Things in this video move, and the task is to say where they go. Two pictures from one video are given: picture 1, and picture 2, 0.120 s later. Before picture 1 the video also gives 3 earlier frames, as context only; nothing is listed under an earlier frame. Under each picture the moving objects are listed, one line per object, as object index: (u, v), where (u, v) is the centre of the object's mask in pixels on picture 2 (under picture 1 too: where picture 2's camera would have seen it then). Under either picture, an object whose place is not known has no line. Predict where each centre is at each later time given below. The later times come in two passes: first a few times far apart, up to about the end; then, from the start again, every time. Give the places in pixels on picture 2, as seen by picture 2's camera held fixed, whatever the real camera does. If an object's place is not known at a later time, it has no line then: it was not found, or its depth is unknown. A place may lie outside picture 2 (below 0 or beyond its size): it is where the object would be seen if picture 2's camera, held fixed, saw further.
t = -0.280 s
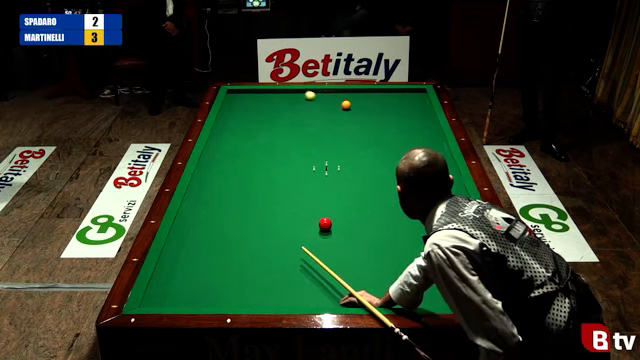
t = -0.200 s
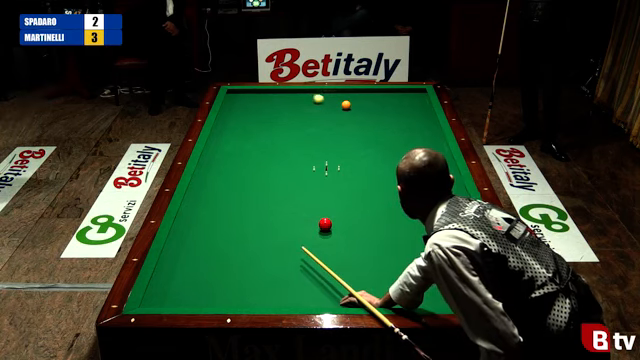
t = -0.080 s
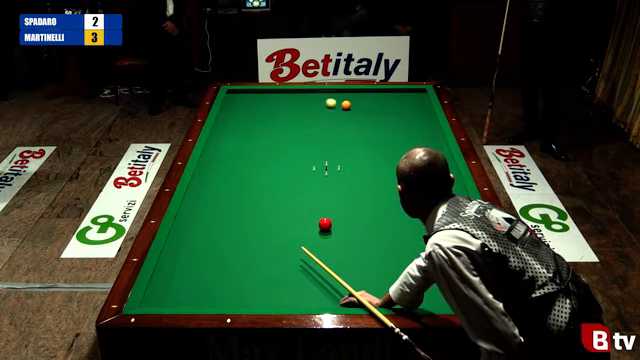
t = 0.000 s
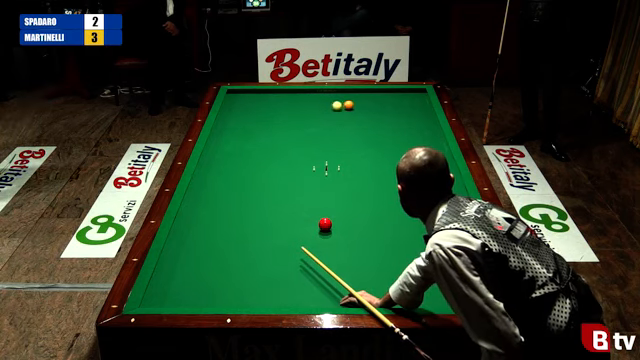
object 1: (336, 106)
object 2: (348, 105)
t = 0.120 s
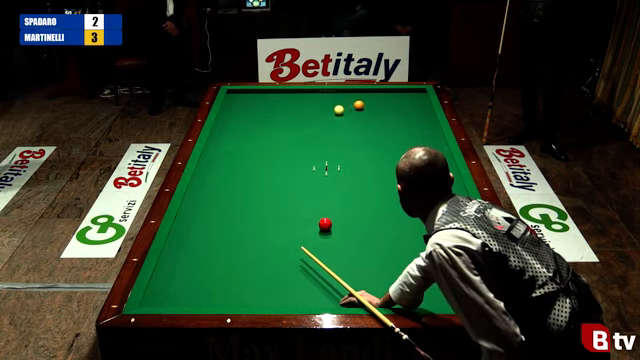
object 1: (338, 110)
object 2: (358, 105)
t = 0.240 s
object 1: (341, 114)
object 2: (367, 104)
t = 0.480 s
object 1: (347, 123)
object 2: (383, 104)
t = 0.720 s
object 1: (353, 133)
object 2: (398, 105)
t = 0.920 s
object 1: (358, 141)
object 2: (411, 105)
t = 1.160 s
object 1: (364, 152)
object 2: (426, 105)
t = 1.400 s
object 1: (370, 162)
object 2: (420, 105)
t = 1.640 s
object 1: (377, 174)
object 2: (412, 105)
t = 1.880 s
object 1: (385, 186)
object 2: (404, 105)
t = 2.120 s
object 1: (393, 199)
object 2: (397, 105)
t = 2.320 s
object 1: (400, 210)
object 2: (391, 105)
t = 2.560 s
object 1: (408, 225)
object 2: (384, 105)
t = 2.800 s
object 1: (417, 240)
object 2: (378, 105)
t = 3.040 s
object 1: (427, 256)
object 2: (372, 105)
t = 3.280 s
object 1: (437, 273)
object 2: (366, 105)
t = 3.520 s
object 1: (447, 291)
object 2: (361, 105)
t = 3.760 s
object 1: (452, 299)
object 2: (356, 105)
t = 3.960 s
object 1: (447, 292)
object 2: (352, 106)
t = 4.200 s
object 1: (442, 282)
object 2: (348, 106)
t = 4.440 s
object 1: (437, 274)
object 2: (344, 106)
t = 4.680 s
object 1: (432, 266)
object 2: (340, 106)
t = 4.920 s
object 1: (428, 258)
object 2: (337, 106)
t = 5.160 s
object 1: (423, 251)
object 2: (334, 106)
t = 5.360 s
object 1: (420, 246)
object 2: (332, 106)
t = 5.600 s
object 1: (416, 240)
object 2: (330, 107)
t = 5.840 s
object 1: (412, 234)
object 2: (328, 107)
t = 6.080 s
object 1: (409, 228)
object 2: (326, 107)
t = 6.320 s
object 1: (406, 223)
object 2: (325, 107)
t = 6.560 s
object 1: (403, 219)
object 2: (324, 107)
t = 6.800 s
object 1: (401, 215)
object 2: (323, 107)
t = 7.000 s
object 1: (399, 211)
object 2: (323, 107)
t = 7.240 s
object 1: (396, 208)
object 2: (323, 107)
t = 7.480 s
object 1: (395, 204)
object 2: (323, 107)
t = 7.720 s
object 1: (392, 201)
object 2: (323, 107)
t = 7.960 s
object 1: (391, 198)
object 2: (323, 107)
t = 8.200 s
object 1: (389, 196)
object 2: (323, 107)
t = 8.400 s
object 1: (388, 194)
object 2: (323, 107)
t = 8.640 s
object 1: (387, 192)
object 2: (323, 107)
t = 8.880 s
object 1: (386, 190)
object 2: (323, 107)
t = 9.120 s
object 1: (385, 188)
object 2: (323, 107)
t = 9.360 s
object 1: (384, 187)
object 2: (323, 107)
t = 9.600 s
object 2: (323, 107)
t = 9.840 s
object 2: (323, 107)
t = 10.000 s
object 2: (323, 107)
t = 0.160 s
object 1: (339, 111)
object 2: (361, 105)
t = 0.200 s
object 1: (340, 113)
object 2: (364, 104)
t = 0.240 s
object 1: (341, 114)
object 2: (367, 104)
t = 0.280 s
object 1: (342, 116)
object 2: (369, 105)
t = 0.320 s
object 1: (343, 117)
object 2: (372, 105)
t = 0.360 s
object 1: (344, 119)
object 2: (375, 105)
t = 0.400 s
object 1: (345, 120)
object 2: (378, 104)
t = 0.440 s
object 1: (346, 122)
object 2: (380, 105)
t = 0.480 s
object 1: (347, 123)
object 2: (383, 104)
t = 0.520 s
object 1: (348, 124)
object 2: (385, 105)
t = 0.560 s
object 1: (349, 126)
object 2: (388, 105)
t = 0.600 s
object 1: (350, 128)
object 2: (391, 105)
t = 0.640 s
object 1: (350, 129)
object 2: (393, 105)
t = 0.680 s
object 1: (351, 131)
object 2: (396, 105)
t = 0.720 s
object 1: (353, 133)
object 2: (398, 105)
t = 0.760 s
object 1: (353, 134)
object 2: (401, 105)
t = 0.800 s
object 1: (354, 136)
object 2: (404, 105)
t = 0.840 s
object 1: (356, 138)
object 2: (406, 105)
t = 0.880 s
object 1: (357, 140)
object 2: (409, 105)
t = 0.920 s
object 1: (358, 141)
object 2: (411, 105)
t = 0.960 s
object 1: (359, 143)
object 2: (414, 105)
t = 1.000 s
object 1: (360, 144)
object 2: (416, 105)
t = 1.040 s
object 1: (361, 146)
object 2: (418, 105)
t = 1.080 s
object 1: (362, 148)
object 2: (421, 105)
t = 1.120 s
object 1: (363, 150)
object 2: (424, 105)
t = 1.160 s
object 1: (364, 152)
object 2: (426, 105)
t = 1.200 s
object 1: (365, 153)
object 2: (427, 105)
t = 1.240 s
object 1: (366, 155)
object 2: (425, 105)
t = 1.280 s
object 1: (367, 157)
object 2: (424, 105)
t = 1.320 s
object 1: (368, 159)
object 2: (422, 105)
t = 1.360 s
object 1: (369, 161)
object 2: (421, 105)
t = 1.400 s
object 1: (370, 162)
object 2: (420, 105)
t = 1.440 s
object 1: (372, 164)
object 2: (418, 105)
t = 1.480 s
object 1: (373, 166)
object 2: (417, 105)
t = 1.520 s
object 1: (374, 168)
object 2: (416, 105)
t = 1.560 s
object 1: (375, 170)
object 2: (414, 105)
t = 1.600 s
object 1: (376, 172)
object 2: (413, 105)
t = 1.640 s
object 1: (377, 174)
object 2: (412, 105)
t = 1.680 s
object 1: (379, 176)
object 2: (410, 105)
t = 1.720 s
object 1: (380, 178)
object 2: (409, 105)
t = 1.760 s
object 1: (381, 180)
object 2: (408, 105)
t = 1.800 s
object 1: (382, 182)
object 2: (407, 105)
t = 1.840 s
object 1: (384, 184)
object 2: (405, 105)
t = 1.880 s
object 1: (385, 186)
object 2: (404, 105)
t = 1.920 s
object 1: (386, 188)
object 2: (403, 105)
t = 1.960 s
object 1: (387, 190)
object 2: (402, 105)
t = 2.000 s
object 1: (389, 192)
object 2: (400, 105)
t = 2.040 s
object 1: (390, 195)
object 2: (399, 105)
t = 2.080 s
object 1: (391, 197)
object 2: (398, 105)
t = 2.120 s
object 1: (393, 199)
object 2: (397, 105)
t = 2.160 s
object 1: (394, 201)
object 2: (396, 105)
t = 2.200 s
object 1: (395, 204)
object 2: (394, 105)
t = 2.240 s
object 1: (397, 206)
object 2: (393, 105)
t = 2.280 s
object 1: (398, 208)
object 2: (392, 105)
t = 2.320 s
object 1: (400, 210)
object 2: (391, 105)
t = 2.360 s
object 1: (401, 213)
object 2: (390, 105)
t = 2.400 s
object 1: (402, 215)
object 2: (389, 105)
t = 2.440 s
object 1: (404, 218)
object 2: (387, 105)
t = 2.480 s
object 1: (405, 220)
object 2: (386, 105)
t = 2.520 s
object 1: (406, 222)
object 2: (385, 105)
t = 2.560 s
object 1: (408, 225)
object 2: (384, 105)
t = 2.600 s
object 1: (409, 227)
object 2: (383, 105)
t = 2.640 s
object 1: (411, 229)
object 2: (382, 105)
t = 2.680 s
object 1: (412, 232)
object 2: (381, 105)
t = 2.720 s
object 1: (414, 235)
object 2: (380, 105)
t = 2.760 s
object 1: (415, 238)
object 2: (379, 105)
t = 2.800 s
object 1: (417, 240)
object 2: (378, 105)
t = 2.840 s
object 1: (419, 243)
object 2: (377, 105)
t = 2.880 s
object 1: (420, 245)
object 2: (376, 105)
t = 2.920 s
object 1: (422, 248)
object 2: (375, 105)
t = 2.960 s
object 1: (423, 251)
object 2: (374, 105)
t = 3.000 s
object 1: (425, 254)
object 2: (373, 105)
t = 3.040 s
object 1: (427, 256)
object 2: (372, 105)
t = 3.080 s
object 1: (428, 259)
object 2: (371, 105)
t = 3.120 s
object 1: (430, 262)
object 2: (370, 105)
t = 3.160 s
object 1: (431, 265)
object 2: (369, 105)
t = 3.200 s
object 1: (433, 267)
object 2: (368, 105)
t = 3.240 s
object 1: (435, 270)
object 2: (367, 105)
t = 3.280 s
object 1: (437, 273)
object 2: (366, 105)
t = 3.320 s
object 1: (438, 276)
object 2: (366, 105)
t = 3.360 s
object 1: (440, 279)
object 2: (365, 105)
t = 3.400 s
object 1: (441, 282)
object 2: (364, 105)
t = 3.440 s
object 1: (443, 285)
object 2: (363, 105)
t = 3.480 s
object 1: (445, 288)
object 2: (362, 105)
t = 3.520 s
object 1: (447, 291)
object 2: (361, 105)
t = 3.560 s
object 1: (449, 294)
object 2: (360, 105)
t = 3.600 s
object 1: (450, 297)
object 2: (359, 105)
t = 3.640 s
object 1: (452, 300)
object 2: (359, 105)
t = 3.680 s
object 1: (454, 302)
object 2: (358, 105)
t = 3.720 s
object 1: (454, 301)
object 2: (357, 105)
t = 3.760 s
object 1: (452, 299)
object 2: (356, 105)
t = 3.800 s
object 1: (451, 298)
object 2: (355, 105)
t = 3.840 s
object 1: (450, 297)
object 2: (355, 106)
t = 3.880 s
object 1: (449, 295)
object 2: (354, 105)
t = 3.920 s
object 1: (448, 293)
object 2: (353, 106)
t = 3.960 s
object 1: (447, 292)
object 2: (352, 106)
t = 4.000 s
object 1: (446, 290)
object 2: (352, 106)
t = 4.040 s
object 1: (445, 289)
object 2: (351, 106)
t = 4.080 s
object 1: (445, 287)
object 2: (350, 105)
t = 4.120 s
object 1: (444, 285)
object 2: (349, 106)
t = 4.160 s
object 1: (443, 284)
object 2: (349, 106)
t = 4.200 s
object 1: (442, 282)
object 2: (348, 106)
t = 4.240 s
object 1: (441, 281)
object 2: (347, 106)
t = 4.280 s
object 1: (440, 280)
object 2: (347, 106)
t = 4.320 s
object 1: (439, 278)
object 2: (346, 106)
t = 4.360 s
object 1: (438, 277)
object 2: (345, 106)
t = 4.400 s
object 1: (438, 275)
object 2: (345, 106)
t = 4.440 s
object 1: (437, 274)
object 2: (344, 106)
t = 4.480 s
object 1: (436, 272)
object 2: (343, 106)
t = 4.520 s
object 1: (435, 271)
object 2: (343, 106)
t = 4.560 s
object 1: (434, 269)
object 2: (342, 106)
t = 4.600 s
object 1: (434, 268)
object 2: (342, 106)
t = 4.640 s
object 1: (433, 267)
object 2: (341, 106)
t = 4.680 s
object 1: (432, 266)
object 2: (340, 106)
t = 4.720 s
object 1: (431, 264)
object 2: (340, 106)
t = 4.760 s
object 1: (431, 263)
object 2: (339, 106)
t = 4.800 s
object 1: (430, 262)
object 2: (339, 106)
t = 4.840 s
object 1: (429, 261)
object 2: (338, 106)
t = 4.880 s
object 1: (429, 259)
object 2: (338, 106)
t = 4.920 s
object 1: (428, 258)
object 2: (337, 106)
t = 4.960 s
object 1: (427, 257)
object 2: (337, 106)
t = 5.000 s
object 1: (426, 255)
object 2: (336, 106)
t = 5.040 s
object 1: (425, 254)
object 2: (336, 106)
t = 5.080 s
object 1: (425, 253)
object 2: (335, 106)
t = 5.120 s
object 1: (424, 252)
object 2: (335, 106)
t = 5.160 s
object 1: (423, 251)
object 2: (334, 106)
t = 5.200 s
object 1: (423, 250)
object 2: (334, 106)
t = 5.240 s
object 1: (422, 249)
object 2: (334, 106)
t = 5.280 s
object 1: (421, 248)
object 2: (333, 106)
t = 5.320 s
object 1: (421, 247)
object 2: (333, 106)
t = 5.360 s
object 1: (420, 246)
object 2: (332, 106)
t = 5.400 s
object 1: (419, 245)
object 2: (332, 106)
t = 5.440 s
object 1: (419, 244)
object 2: (331, 106)
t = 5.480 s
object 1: (418, 243)
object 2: (331, 106)
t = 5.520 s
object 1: (417, 242)
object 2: (331, 106)
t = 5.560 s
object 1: (417, 241)
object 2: (330, 106)
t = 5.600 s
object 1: (416, 240)
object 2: (330, 107)
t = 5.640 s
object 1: (416, 239)
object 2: (329, 106)
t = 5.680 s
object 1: (415, 238)
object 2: (329, 106)
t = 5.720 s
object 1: (414, 237)
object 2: (329, 106)
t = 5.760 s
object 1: (414, 236)
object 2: (329, 106)
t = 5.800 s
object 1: (413, 234)
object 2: (328, 107)
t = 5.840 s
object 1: (412, 234)
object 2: (328, 107)
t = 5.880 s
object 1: (412, 233)
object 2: (327, 106)
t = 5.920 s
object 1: (411, 232)
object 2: (327, 107)
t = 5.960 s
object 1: (411, 231)
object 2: (327, 107)
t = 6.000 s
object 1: (410, 230)
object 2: (327, 107)
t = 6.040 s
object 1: (409, 229)
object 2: (326, 107)
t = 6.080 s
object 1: (409, 228)
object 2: (326, 107)
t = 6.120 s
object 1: (408, 228)
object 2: (326, 107)
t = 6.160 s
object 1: (408, 227)
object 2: (326, 107)
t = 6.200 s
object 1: (407, 226)
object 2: (326, 107)
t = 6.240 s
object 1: (407, 225)
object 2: (325, 107)
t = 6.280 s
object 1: (406, 224)
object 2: (325, 107)
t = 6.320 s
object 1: (406, 223)
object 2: (325, 107)
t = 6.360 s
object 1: (405, 223)
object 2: (325, 107)
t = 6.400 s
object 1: (405, 222)
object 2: (324, 107)
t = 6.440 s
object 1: (405, 221)
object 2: (324, 107)
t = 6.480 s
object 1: (404, 220)
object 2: (324, 107)
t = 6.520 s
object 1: (403, 220)
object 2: (324, 107)
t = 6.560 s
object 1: (403, 219)
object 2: (324, 107)
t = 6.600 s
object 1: (403, 218)
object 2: (324, 107)
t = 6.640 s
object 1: (402, 218)
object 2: (324, 107)
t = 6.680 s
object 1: (402, 217)
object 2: (324, 107)
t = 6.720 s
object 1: (401, 216)
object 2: (324, 107)
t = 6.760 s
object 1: (401, 215)
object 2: (323, 107)
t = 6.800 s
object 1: (401, 215)
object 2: (323, 107)
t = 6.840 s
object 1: (400, 214)
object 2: (323, 107)
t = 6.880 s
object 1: (399, 214)
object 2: (323, 107)
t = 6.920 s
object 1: (399, 213)
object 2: (323, 107)
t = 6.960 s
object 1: (399, 212)
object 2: (323, 107)
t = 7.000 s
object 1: (399, 211)
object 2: (323, 107)
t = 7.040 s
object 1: (398, 211)
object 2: (323, 107)
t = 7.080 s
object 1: (397, 210)
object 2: (323, 107)
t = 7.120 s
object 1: (397, 210)
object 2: (323, 107)
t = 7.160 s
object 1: (397, 209)
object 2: (323, 107)
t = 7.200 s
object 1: (396, 208)
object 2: (323, 107)
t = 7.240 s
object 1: (396, 208)
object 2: (323, 107)
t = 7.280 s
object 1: (396, 207)
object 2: (323, 107)
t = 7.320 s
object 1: (396, 207)
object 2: (323, 107)
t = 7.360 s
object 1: (395, 206)
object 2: (323, 107)
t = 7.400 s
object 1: (395, 205)
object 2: (323, 107)
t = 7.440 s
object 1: (395, 205)
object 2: (323, 107)
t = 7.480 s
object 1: (395, 204)
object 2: (323, 107)
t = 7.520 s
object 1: (394, 204)
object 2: (323, 107)
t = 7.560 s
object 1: (394, 203)
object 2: (323, 107)
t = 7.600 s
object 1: (393, 203)
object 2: (323, 107)
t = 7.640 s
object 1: (393, 202)
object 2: (323, 107)
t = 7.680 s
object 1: (393, 202)
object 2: (323, 107)
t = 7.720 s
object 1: (392, 201)
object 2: (323, 107)
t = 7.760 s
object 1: (392, 201)
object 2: (323, 107)
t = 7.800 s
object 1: (392, 200)
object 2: (323, 107)
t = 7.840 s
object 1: (392, 200)
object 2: (323, 107)
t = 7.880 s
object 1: (391, 199)
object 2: (323, 107)
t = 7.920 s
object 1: (391, 199)
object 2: (323, 107)
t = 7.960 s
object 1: (391, 198)
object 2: (323, 107)
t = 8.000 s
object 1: (391, 198)
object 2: (323, 107)
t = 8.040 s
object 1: (390, 197)
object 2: (323, 107)
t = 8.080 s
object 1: (390, 197)
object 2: (323, 107)
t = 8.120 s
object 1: (390, 196)
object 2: (323, 107)
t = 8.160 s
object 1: (390, 196)
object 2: (323, 107)
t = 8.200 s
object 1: (389, 196)
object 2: (323, 107)
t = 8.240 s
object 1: (389, 195)
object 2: (323, 107)
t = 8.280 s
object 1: (389, 195)
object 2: (323, 107)
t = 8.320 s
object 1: (389, 195)
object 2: (323, 107)
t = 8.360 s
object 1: (388, 194)
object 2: (323, 107)
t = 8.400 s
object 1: (388, 194)
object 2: (323, 107)
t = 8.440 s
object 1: (388, 193)
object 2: (323, 107)
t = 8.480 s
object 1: (388, 193)
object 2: (323, 107)
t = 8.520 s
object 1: (388, 193)
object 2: (323, 107)
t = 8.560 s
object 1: (388, 192)
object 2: (323, 107)
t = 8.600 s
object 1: (388, 192)
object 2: (323, 107)
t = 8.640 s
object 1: (387, 192)
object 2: (323, 107)
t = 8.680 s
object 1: (387, 191)
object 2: (323, 107)
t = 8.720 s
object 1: (387, 191)
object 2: (323, 107)
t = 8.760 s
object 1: (387, 191)
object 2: (323, 107)
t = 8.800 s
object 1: (387, 190)
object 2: (323, 107)
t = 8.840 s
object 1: (387, 190)
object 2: (323, 107)
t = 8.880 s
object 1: (386, 190)
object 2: (323, 107)
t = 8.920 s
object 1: (386, 189)
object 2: (323, 107)
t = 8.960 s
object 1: (386, 189)
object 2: (323, 107)
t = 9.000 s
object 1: (386, 189)
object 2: (323, 107)
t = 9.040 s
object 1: (386, 189)
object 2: (323, 107)
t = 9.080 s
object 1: (386, 188)
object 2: (323, 107)
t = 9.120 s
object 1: (385, 188)
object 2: (323, 107)
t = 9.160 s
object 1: (385, 188)
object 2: (323, 107)
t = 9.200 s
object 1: (385, 188)
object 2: (323, 107)
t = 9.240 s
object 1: (385, 188)
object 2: (323, 107)
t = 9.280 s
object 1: (385, 187)
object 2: (323, 107)
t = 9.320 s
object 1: (384, 187)
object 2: (323, 107)
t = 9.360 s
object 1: (384, 187)
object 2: (323, 107)
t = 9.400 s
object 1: (384, 187)
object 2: (323, 107)
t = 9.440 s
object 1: (383, 187)
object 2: (323, 107)
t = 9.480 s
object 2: (323, 107)
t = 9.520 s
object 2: (323, 107)
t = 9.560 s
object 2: (323, 107)
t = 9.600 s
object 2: (323, 107)
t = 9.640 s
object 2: (323, 107)
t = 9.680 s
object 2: (323, 107)
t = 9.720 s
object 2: (323, 107)
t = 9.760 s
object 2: (323, 107)
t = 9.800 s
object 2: (323, 107)
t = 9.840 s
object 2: (323, 107)
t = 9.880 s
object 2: (324, 107)
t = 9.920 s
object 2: (323, 107)
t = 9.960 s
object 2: (323, 107)
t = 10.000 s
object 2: (323, 107)
